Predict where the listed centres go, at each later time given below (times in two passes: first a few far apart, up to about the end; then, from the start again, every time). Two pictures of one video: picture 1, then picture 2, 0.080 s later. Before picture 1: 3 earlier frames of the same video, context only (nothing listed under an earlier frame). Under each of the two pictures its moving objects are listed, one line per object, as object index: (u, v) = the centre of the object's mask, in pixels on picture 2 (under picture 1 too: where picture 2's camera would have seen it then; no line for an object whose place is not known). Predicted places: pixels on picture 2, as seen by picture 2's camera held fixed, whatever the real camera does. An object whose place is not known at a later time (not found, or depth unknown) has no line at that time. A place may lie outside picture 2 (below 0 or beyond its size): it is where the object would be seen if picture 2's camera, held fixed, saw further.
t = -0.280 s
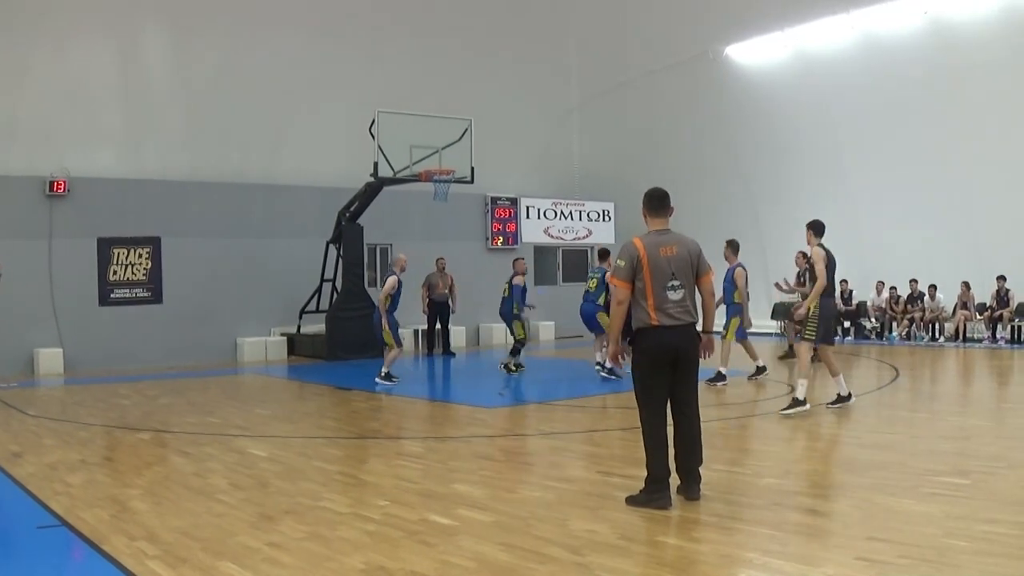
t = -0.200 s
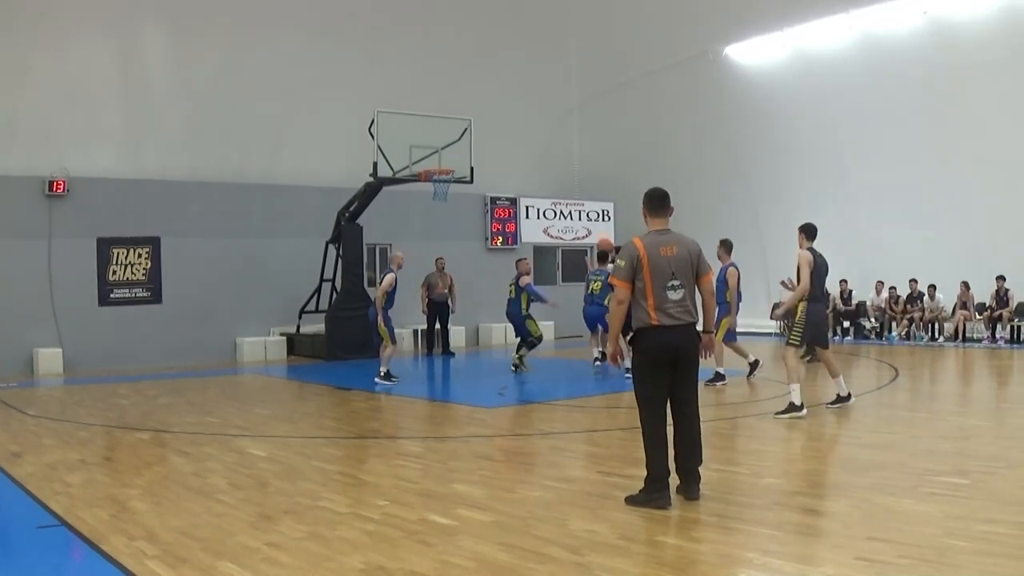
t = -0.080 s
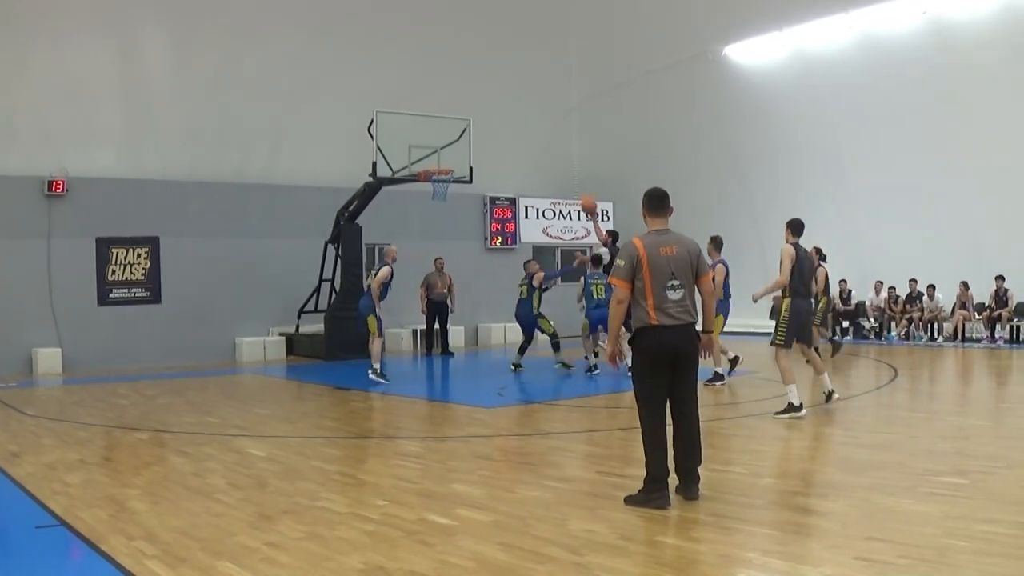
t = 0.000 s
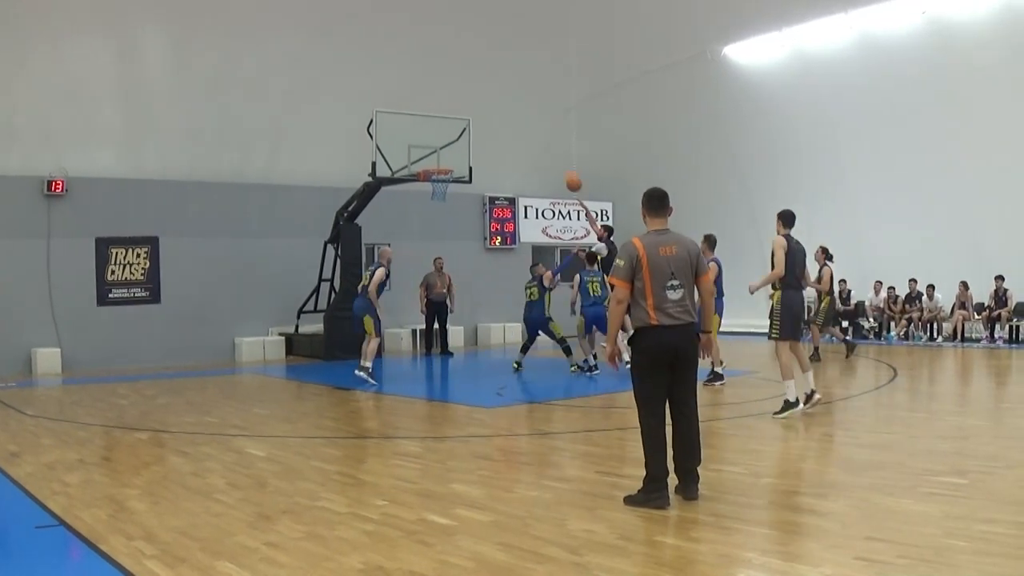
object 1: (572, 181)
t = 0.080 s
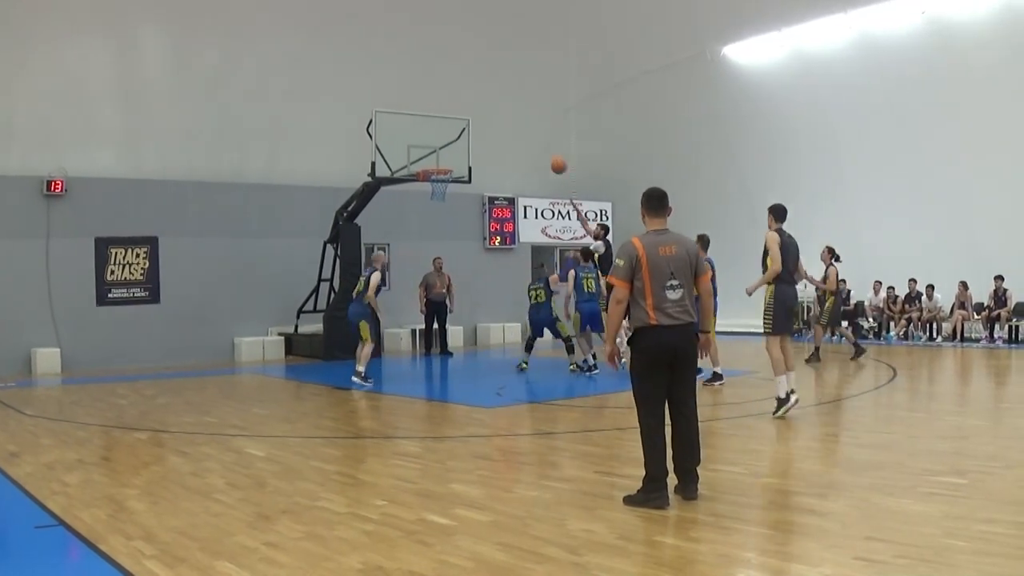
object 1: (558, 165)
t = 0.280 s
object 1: (522, 139)
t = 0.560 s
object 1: (475, 147)
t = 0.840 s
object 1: (429, 203)
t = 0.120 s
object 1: (551, 157)
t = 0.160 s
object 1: (543, 152)
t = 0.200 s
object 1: (537, 147)
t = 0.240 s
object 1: (529, 143)
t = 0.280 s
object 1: (522, 139)
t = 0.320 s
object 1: (516, 138)
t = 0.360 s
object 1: (508, 137)
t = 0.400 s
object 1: (502, 137)
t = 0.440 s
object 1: (495, 137)
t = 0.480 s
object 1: (488, 140)
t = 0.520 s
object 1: (481, 143)
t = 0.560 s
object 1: (475, 147)
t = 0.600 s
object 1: (468, 152)
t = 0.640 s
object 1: (462, 158)
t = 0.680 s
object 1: (455, 165)
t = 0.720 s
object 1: (451, 172)
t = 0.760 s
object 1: (442, 183)
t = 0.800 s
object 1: (436, 191)
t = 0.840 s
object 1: (429, 203)
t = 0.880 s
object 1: (423, 214)
